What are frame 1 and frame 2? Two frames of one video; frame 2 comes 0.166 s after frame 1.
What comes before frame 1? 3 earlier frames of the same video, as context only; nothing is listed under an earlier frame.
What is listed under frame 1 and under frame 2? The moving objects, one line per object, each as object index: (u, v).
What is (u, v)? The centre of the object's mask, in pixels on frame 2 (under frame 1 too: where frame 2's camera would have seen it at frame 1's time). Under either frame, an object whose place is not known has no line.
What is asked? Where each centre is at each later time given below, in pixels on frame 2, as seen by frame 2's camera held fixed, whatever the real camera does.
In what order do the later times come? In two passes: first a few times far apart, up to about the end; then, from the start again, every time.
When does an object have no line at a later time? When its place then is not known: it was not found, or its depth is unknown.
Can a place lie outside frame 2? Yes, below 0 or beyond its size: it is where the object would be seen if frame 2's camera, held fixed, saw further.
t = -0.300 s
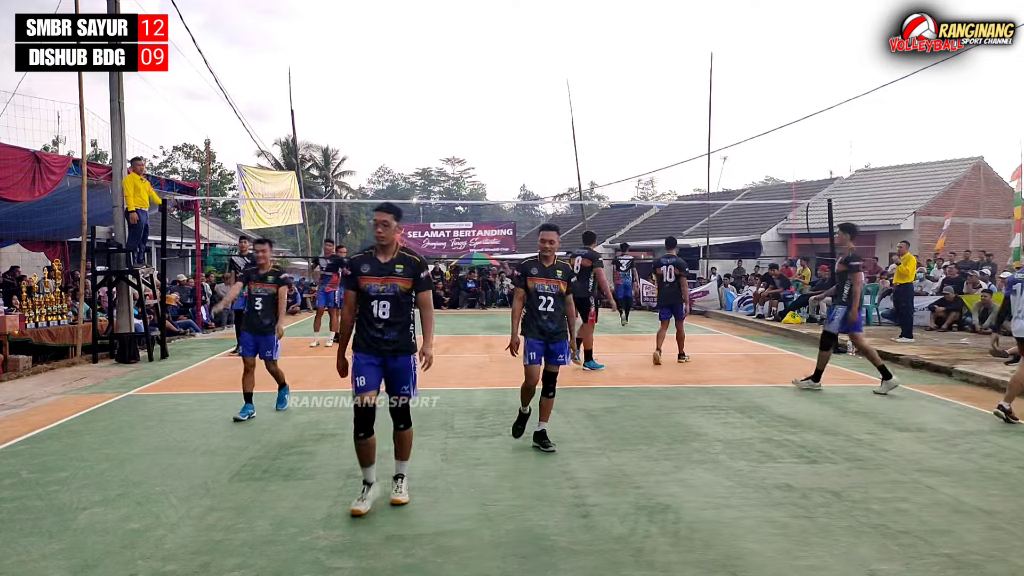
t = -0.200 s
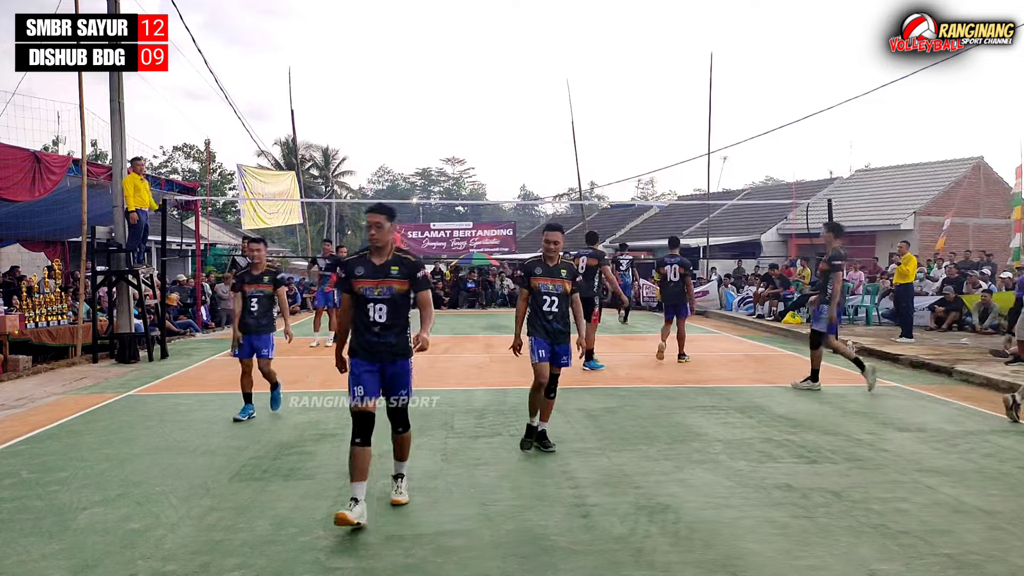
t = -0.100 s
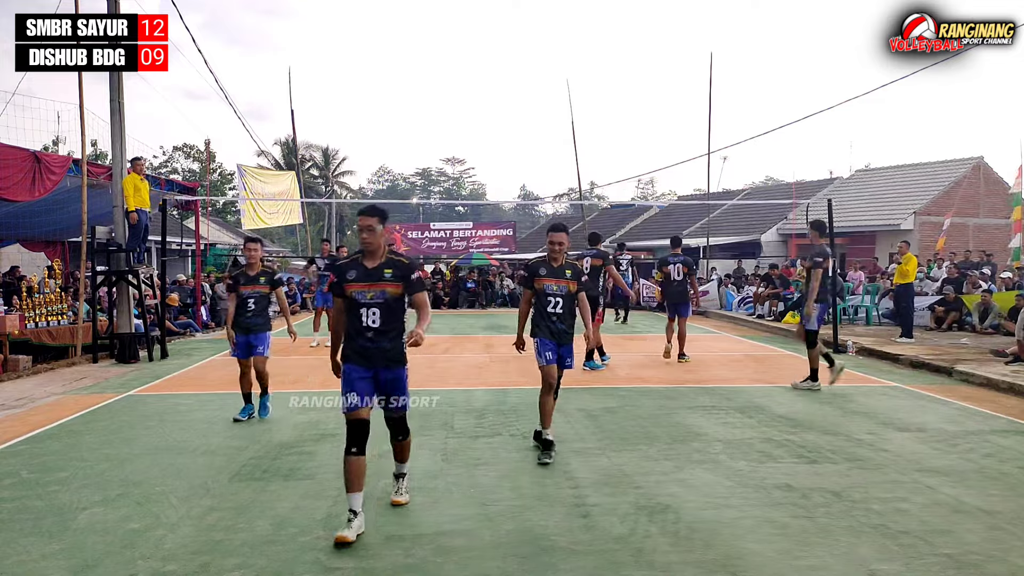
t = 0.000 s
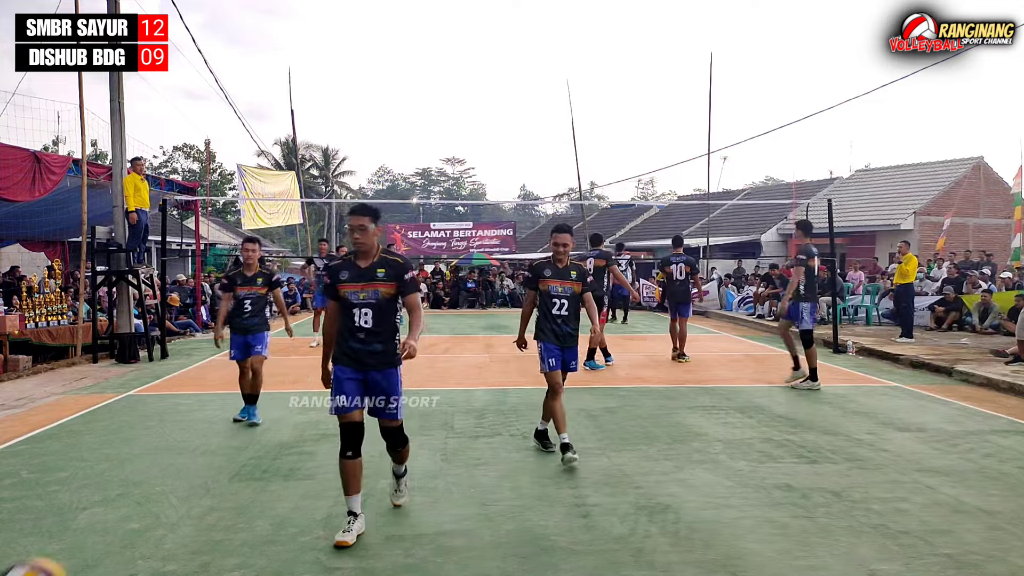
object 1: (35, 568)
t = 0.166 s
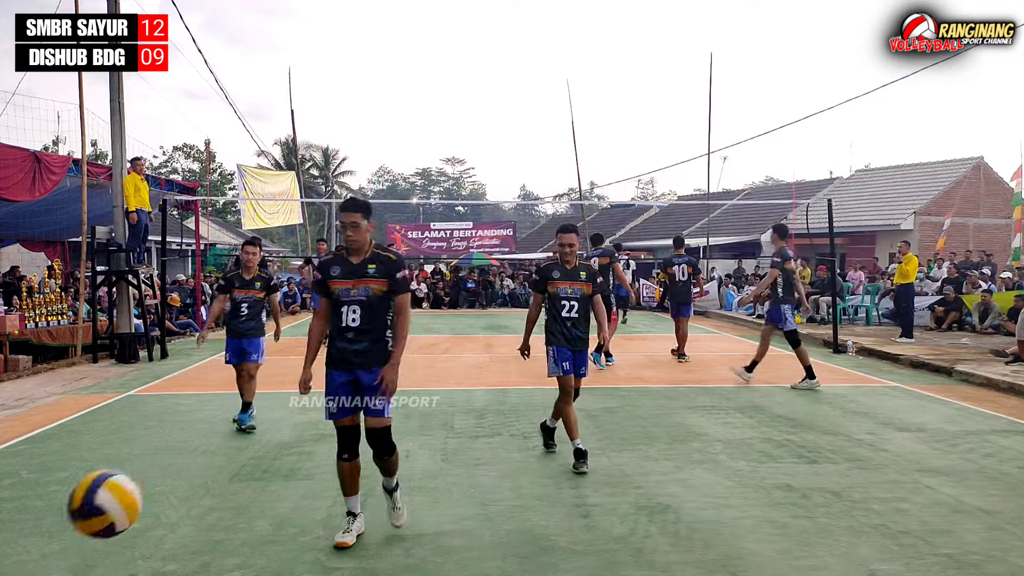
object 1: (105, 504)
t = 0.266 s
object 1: (148, 490)
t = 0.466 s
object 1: (231, 545)
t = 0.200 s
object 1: (119, 496)
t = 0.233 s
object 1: (134, 492)
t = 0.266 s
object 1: (148, 490)
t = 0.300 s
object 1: (162, 492)
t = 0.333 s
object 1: (177, 496)
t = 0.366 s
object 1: (190, 505)
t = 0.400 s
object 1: (204, 516)
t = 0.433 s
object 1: (217, 529)
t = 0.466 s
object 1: (231, 545)
